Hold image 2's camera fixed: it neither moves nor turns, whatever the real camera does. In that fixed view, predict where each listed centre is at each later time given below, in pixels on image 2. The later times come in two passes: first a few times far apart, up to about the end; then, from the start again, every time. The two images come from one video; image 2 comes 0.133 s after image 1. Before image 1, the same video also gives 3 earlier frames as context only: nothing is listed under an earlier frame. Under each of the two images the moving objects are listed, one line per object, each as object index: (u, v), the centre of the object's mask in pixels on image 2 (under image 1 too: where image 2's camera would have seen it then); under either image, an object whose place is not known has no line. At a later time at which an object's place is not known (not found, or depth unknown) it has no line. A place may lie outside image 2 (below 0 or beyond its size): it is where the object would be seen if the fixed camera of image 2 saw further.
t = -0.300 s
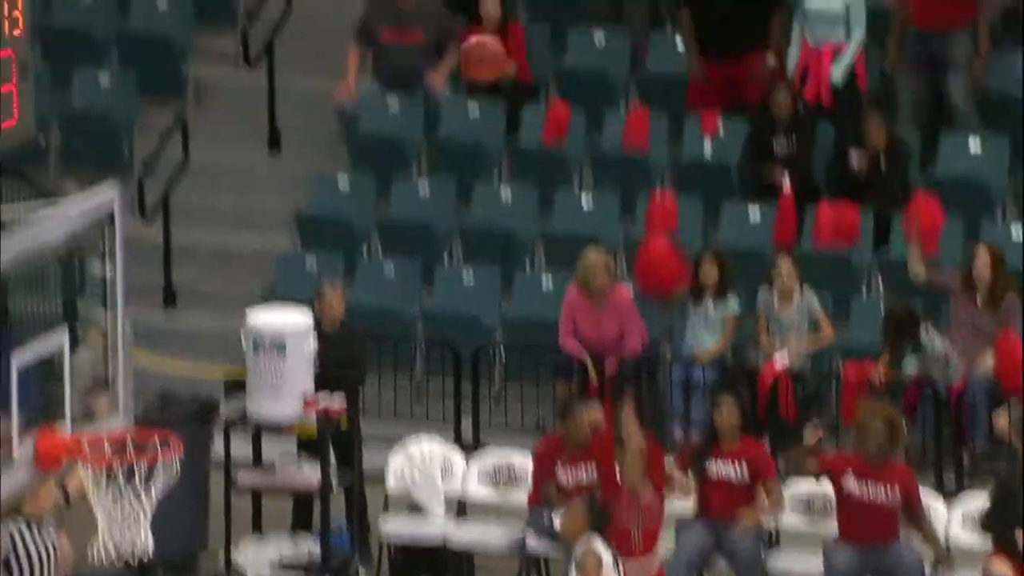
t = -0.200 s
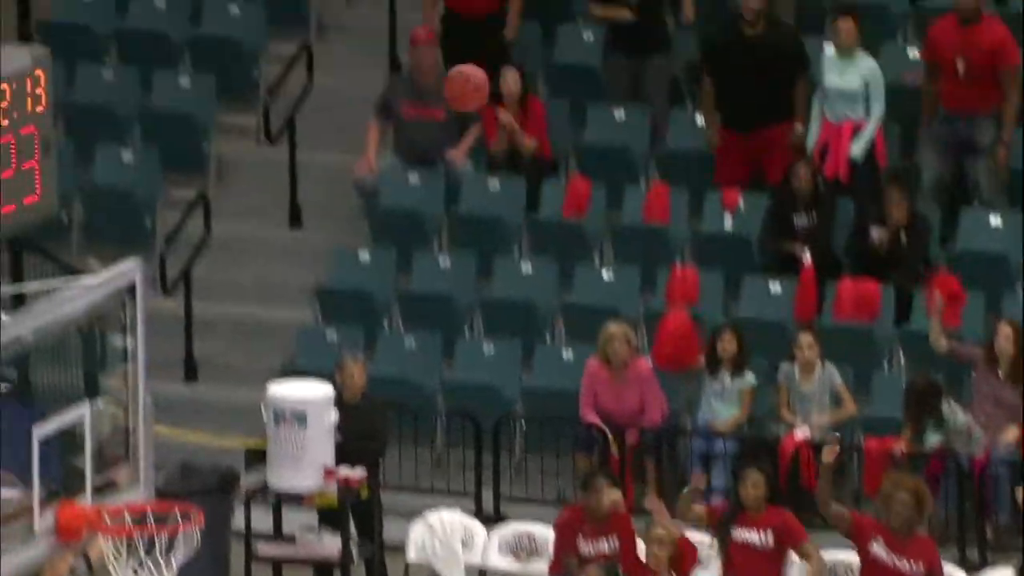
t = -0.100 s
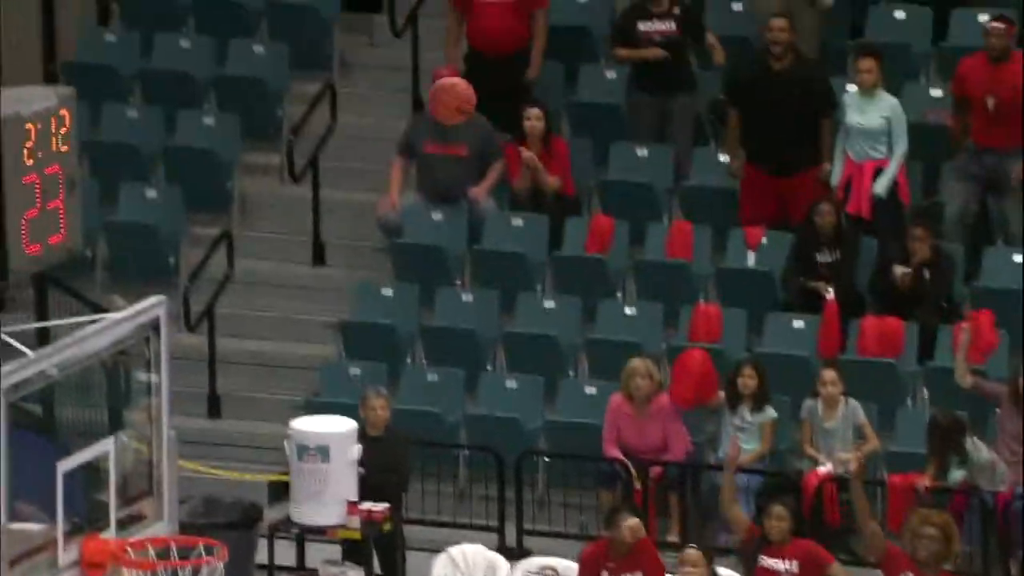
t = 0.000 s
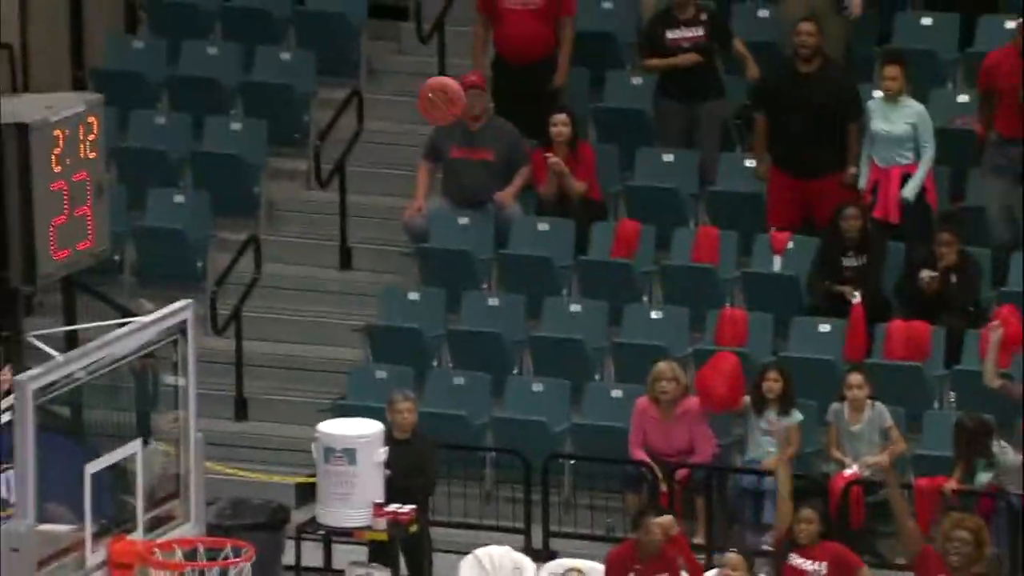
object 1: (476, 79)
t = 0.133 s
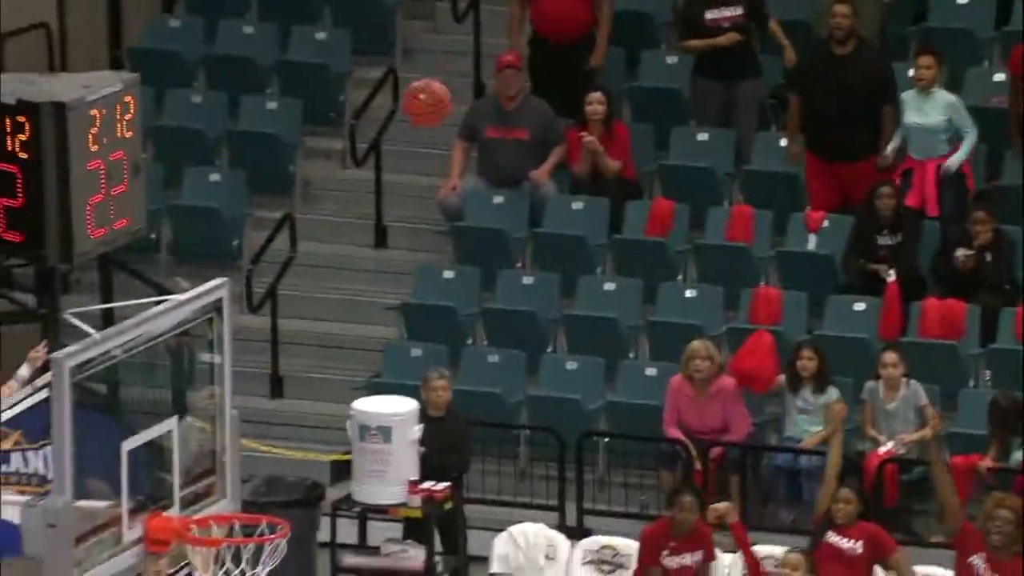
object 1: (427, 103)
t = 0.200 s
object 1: (403, 128)
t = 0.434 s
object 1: (316, 295)
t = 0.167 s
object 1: (414, 114)
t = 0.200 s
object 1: (403, 128)
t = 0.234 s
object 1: (391, 144)
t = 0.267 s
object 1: (378, 163)
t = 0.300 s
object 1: (366, 185)
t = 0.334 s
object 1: (353, 208)
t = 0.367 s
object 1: (341, 234)
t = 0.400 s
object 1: (328, 263)
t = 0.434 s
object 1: (316, 295)
